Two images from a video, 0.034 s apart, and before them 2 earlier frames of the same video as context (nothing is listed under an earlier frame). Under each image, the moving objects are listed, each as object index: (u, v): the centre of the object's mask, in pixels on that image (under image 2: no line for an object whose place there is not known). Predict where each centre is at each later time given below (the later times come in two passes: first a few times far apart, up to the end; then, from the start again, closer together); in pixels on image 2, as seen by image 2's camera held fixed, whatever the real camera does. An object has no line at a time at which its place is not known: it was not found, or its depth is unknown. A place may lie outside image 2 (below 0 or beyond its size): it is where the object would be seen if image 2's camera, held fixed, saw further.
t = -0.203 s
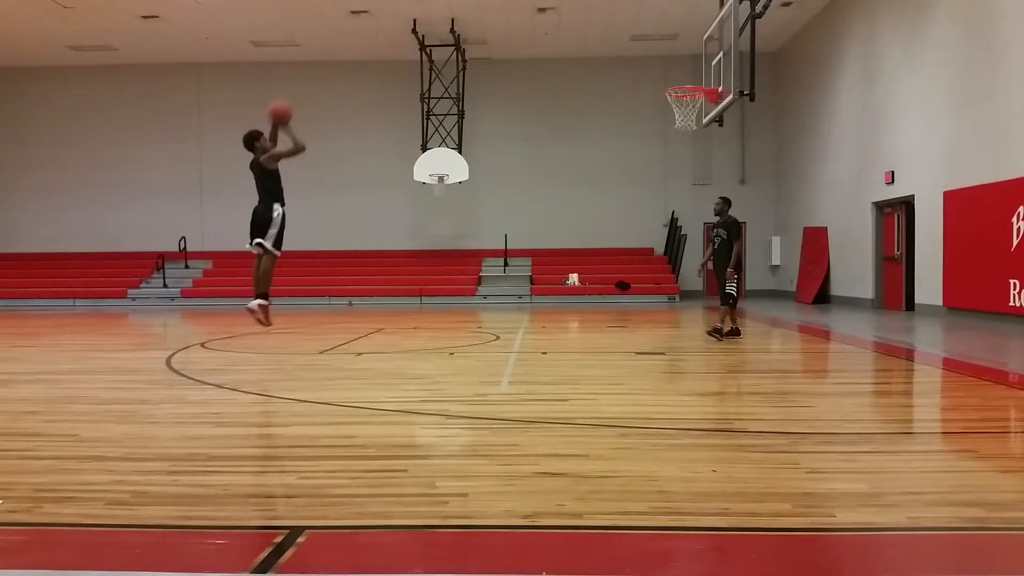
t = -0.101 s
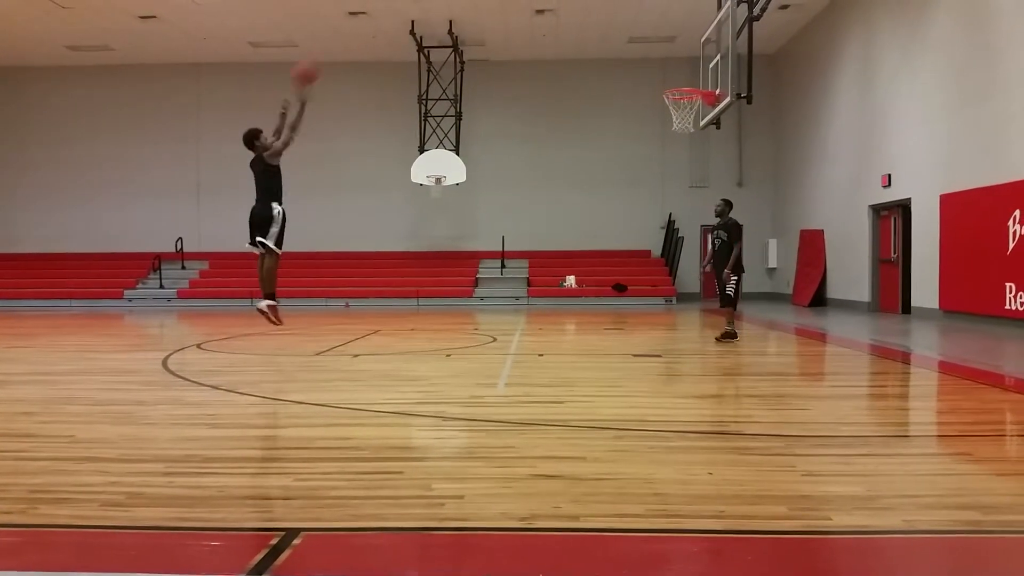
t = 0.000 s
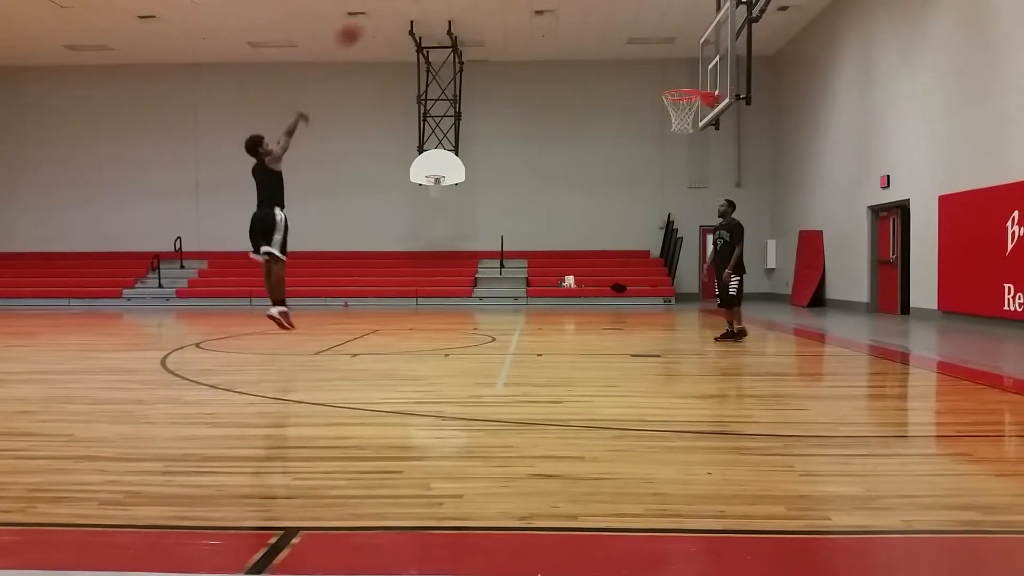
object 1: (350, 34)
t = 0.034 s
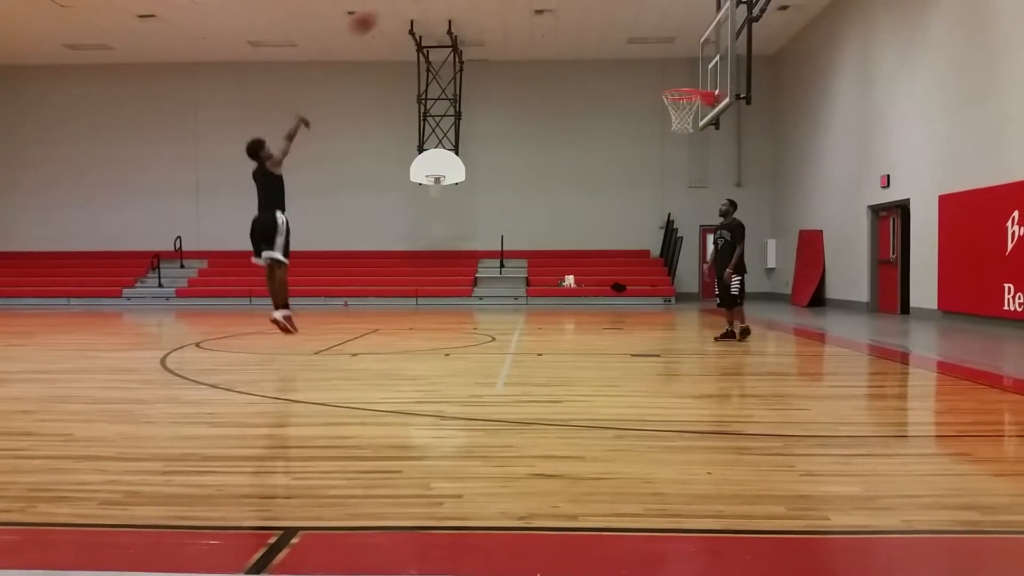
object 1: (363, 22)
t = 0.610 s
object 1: (583, -4)
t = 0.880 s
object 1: (671, 72)
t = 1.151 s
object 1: (688, 161)
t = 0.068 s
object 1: (378, 12)
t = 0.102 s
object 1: (391, 5)
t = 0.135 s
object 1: (406, 1)
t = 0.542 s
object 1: (560, -9)
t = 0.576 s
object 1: (572, -7)
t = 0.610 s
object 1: (583, -4)
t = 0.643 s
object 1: (595, 1)
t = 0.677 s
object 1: (607, 10)
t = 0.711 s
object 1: (618, 19)
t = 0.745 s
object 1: (629, 29)
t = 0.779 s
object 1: (640, 39)
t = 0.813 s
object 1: (650, 49)
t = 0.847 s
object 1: (661, 60)
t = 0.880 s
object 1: (671, 72)
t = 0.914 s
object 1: (680, 81)
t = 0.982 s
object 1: (695, 110)
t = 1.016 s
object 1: (692, 122)
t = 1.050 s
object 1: (691, 128)
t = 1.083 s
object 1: (690, 138)
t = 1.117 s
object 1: (689, 150)
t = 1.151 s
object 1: (688, 161)
